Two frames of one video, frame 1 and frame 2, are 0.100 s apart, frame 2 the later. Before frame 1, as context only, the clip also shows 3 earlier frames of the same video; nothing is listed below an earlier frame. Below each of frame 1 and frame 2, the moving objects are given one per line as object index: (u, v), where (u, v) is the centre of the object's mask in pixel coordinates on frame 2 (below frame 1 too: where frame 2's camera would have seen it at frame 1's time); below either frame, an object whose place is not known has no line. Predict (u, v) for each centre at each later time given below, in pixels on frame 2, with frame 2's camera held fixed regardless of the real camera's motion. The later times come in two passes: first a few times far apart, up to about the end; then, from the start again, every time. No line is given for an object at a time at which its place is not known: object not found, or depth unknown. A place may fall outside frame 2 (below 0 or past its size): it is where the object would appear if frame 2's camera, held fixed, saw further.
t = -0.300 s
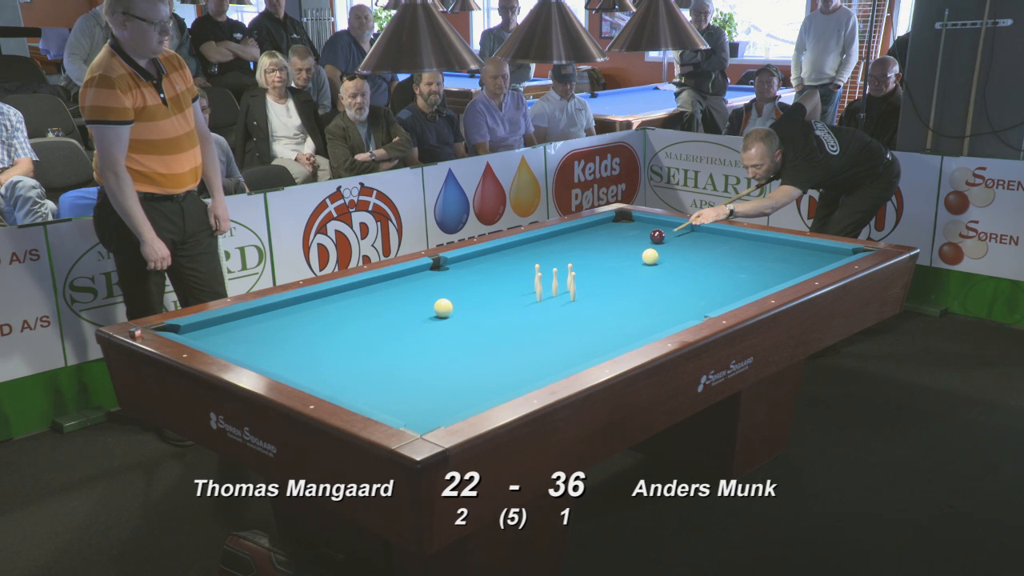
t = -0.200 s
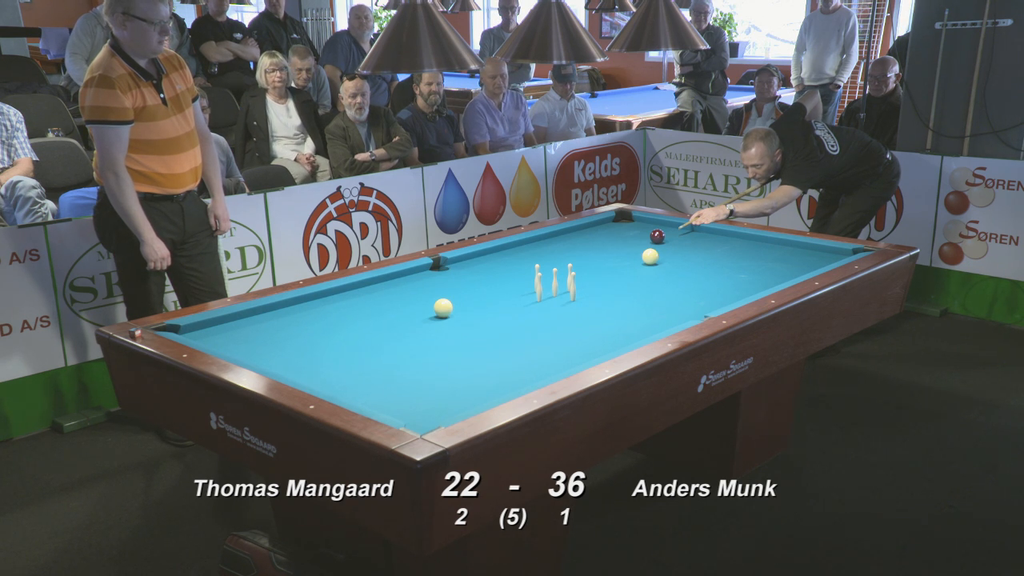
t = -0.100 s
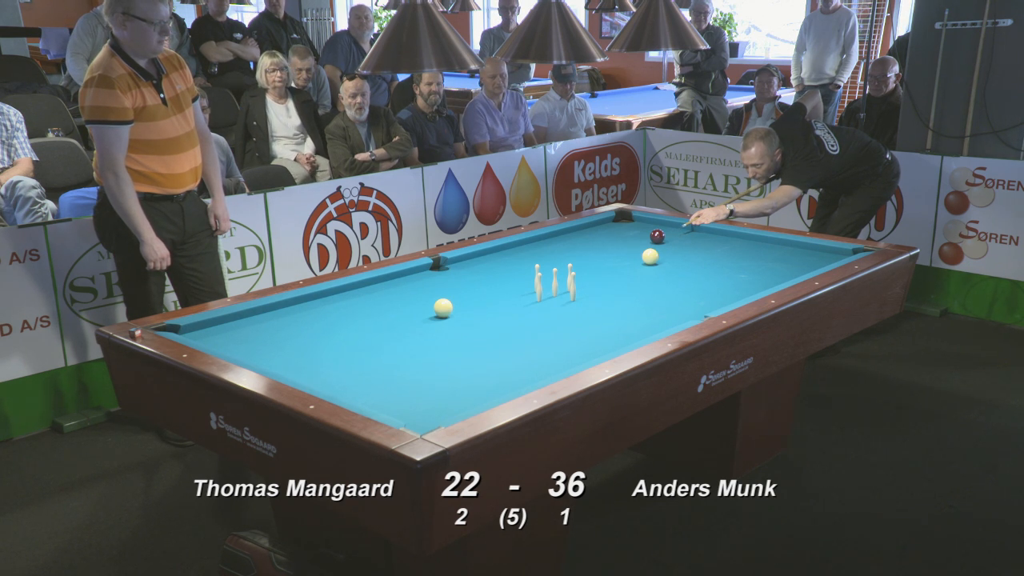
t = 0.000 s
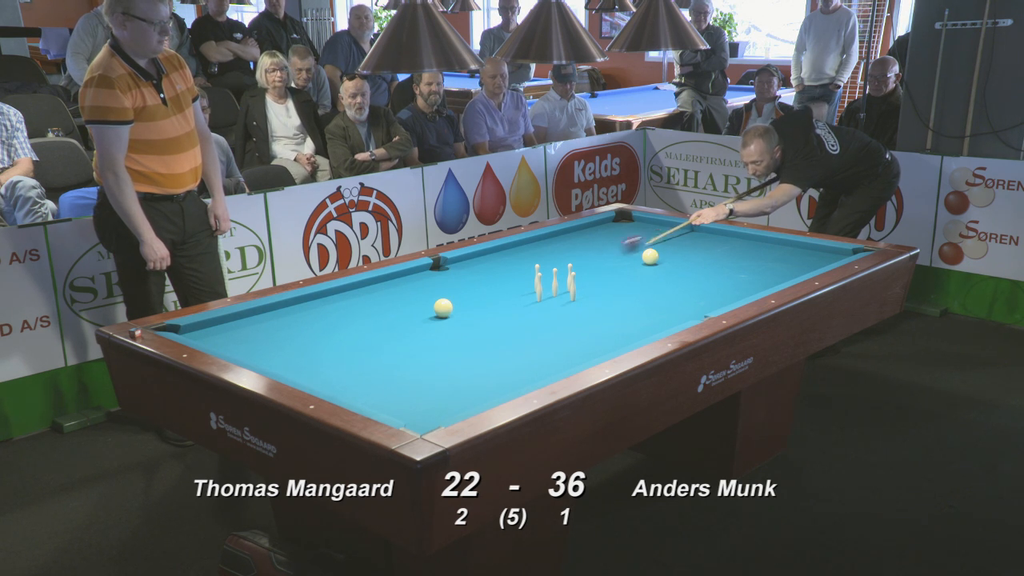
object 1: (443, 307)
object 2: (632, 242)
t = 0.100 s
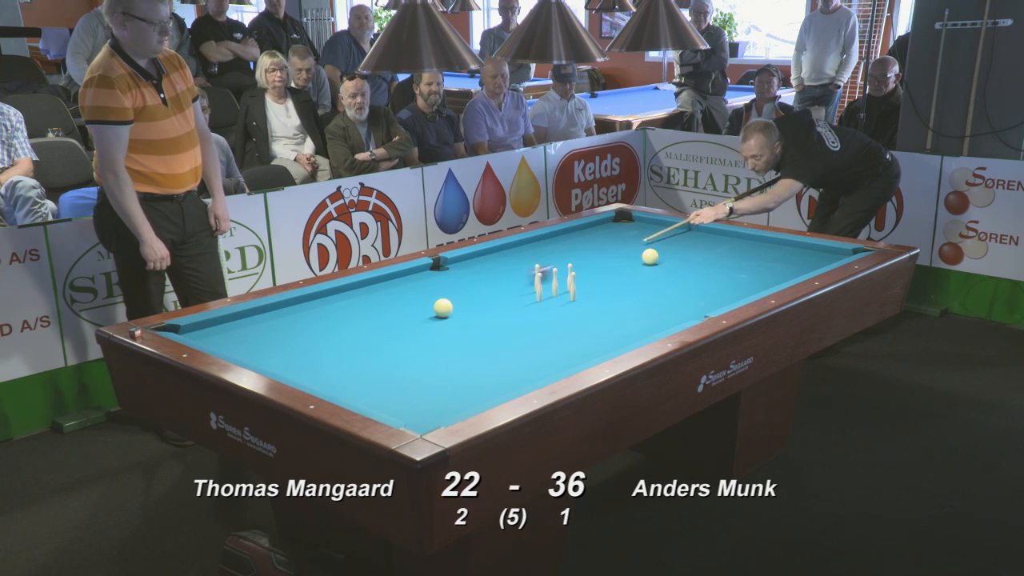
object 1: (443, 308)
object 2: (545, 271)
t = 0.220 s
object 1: (405, 322)
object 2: (444, 303)
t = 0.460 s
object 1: (443, 327)
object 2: (401, 300)
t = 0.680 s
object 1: (610, 281)
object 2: (367, 298)
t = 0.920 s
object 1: (730, 247)
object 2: (333, 295)
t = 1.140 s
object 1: (724, 249)
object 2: (325, 298)
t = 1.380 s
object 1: (653, 271)
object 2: (327, 303)
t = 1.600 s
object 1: (592, 289)
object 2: (329, 309)
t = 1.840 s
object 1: (522, 310)
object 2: (332, 314)
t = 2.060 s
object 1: (448, 332)
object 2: (334, 319)
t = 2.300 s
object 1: (358, 360)
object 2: (336, 325)
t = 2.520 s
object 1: (328, 368)
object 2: (338, 330)
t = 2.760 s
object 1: (385, 347)
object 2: (341, 335)
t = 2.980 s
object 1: (426, 333)
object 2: (343, 339)
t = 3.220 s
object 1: (467, 318)
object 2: (345, 344)
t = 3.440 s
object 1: (502, 306)
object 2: (347, 348)
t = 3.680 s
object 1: (535, 294)
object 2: (349, 353)
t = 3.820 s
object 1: (553, 288)
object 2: (351, 355)
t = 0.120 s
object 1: (443, 308)
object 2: (521, 280)
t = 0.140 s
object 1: (443, 308)
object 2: (500, 287)
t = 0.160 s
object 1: (443, 307)
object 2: (478, 294)
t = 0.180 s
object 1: (442, 308)
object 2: (457, 300)
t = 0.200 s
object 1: (426, 313)
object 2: (448, 303)
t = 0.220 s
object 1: (405, 322)
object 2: (444, 303)
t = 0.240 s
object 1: (384, 330)
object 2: (439, 303)
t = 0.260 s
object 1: (363, 340)
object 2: (434, 303)
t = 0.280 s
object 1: (339, 350)
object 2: (431, 302)
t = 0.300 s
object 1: (315, 360)
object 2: (427, 302)
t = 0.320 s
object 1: (295, 369)
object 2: (423, 302)
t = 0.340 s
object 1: (314, 364)
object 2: (419, 302)
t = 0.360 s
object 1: (337, 357)
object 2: (416, 301)
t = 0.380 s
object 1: (361, 351)
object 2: (413, 301)
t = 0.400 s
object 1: (382, 344)
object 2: (410, 301)
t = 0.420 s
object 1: (403, 339)
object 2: (407, 301)
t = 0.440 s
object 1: (423, 333)
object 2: (404, 301)
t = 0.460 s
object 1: (443, 327)
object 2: (401, 300)
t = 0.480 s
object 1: (461, 322)
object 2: (398, 300)
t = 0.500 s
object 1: (479, 317)
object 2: (395, 300)
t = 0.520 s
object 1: (495, 312)
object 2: (391, 300)
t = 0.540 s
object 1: (512, 308)
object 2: (389, 299)
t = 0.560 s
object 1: (527, 303)
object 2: (385, 299)
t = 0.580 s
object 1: (543, 299)
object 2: (382, 299)
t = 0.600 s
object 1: (557, 295)
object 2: (379, 299)
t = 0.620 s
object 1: (572, 291)
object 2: (376, 298)
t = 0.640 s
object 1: (585, 288)
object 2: (373, 298)
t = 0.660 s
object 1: (597, 284)
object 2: (370, 298)
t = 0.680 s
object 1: (610, 281)
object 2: (367, 298)
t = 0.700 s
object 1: (621, 277)
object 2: (364, 298)
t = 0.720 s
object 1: (632, 274)
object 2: (361, 297)
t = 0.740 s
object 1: (643, 271)
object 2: (358, 297)
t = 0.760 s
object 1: (654, 268)
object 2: (356, 297)
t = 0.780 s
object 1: (665, 265)
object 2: (353, 297)
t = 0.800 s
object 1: (675, 262)
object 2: (350, 296)
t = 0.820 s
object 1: (685, 260)
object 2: (347, 296)
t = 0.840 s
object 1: (694, 257)
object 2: (344, 296)
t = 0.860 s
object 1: (703, 254)
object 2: (341, 296)
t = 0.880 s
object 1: (712, 252)
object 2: (339, 295)
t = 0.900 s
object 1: (721, 249)
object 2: (336, 295)
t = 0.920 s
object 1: (730, 247)
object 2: (333, 295)
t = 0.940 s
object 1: (738, 245)
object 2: (330, 295)
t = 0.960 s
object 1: (746, 243)
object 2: (327, 295)
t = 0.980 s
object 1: (753, 241)
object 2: (324, 294)
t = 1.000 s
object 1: (761, 238)
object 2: (322, 295)
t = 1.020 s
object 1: (762, 238)
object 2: (323, 295)
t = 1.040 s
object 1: (756, 240)
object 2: (323, 296)
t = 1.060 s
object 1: (750, 242)
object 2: (324, 296)
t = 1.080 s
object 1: (743, 244)
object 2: (324, 296)
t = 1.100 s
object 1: (737, 245)
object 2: (324, 297)
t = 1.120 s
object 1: (731, 247)
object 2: (324, 297)
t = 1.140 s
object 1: (724, 249)
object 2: (325, 298)
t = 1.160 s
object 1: (719, 251)
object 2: (325, 298)
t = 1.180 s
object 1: (712, 253)
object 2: (325, 299)
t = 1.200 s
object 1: (706, 255)
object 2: (325, 299)
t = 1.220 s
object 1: (700, 257)
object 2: (325, 299)
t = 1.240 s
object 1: (694, 258)
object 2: (326, 300)
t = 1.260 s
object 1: (688, 260)
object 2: (326, 301)
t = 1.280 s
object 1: (682, 262)
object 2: (326, 301)
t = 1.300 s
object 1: (676, 264)
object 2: (326, 302)
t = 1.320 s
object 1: (670, 265)
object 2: (326, 302)
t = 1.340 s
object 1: (664, 267)
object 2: (327, 303)
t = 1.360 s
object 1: (659, 269)
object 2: (327, 303)
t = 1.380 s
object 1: (653, 271)
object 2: (327, 303)
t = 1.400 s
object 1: (647, 272)
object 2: (327, 304)
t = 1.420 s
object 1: (641, 274)
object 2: (327, 304)
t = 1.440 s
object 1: (636, 276)
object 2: (328, 305)
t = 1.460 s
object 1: (630, 277)
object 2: (328, 305)
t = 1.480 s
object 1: (625, 279)
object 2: (328, 306)
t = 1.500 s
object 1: (620, 280)
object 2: (328, 306)
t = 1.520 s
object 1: (615, 282)
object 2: (328, 307)
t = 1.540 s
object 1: (609, 284)
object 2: (329, 307)
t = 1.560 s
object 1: (603, 286)
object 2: (329, 308)
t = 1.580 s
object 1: (598, 287)
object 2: (329, 308)
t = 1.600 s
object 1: (592, 289)
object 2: (329, 309)
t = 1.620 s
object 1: (587, 291)
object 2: (329, 309)
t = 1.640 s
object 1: (581, 292)
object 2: (330, 310)
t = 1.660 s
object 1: (576, 294)
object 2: (330, 310)
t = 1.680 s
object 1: (570, 296)
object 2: (330, 310)
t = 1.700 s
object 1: (564, 297)
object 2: (330, 311)
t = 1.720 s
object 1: (558, 299)
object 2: (330, 311)
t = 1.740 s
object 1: (552, 301)
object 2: (331, 312)
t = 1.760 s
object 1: (547, 302)
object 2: (331, 312)
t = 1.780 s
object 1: (540, 304)
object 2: (331, 313)
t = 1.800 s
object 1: (534, 306)
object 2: (331, 313)
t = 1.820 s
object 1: (528, 308)
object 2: (331, 314)
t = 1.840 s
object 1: (522, 310)
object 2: (332, 314)
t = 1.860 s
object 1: (516, 312)
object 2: (332, 315)
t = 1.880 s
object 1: (509, 314)
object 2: (332, 315)
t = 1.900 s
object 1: (503, 316)
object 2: (332, 316)
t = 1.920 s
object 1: (496, 318)
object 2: (332, 316)
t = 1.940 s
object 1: (490, 320)
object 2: (333, 317)
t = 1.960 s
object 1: (483, 322)
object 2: (333, 317)
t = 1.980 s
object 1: (476, 324)
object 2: (333, 317)
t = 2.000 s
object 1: (469, 326)
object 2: (333, 318)
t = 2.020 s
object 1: (462, 328)
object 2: (333, 318)
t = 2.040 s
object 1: (456, 330)
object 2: (334, 319)
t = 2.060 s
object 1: (448, 332)
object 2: (334, 319)
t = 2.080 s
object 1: (442, 334)
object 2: (334, 320)
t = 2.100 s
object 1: (434, 336)
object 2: (334, 320)
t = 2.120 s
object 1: (427, 339)
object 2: (334, 321)
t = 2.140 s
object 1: (420, 341)
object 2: (334, 321)
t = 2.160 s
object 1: (412, 343)
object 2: (335, 321)
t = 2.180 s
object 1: (405, 346)
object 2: (335, 322)
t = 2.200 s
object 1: (397, 348)
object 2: (335, 322)
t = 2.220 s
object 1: (389, 350)
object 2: (335, 323)
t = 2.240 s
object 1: (381, 353)
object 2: (335, 323)
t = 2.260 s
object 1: (374, 355)
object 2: (336, 324)
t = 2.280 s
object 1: (366, 357)
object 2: (336, 324)
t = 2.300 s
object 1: (358, 360)
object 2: (336, 325)
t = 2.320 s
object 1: (349, 362)
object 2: (336, 325)
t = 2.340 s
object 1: (341, 365)
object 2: (336, 326)
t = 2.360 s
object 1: (333, 368)
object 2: (337, 326)
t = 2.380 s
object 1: (324, 370)
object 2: (337, 327)
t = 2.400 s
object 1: (315, 372)
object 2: (337, 327)
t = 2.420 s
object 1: (307, 373)
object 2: (337, 327)
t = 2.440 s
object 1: (303, 374)
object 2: (337, 328)
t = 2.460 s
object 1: (309, 373)
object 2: (337, 328)
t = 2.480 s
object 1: (316, 372)
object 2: (338, 329)
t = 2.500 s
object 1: (322, 370)
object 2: (338, 329)
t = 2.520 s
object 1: (328, 368)
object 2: (338, 330)
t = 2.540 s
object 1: (334, 365)
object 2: (338, 330)
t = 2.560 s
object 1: (340, 363)
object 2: (338, 330)
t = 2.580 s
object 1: (345, 362)
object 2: (339, 331)
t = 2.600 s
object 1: (350, 360)
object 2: (339, 331)
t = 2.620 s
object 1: (355, 358)
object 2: (339, 332)
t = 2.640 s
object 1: (360, 357)
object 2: (339, 332)
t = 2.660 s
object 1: (364, 355)
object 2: (340, 332)
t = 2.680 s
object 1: (368, 353)
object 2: (340, 333)
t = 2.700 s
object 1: (373, 352)
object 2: (340, 333)
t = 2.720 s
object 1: (377, 350)
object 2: (340, 334)
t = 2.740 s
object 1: (381, 349)
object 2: (340, 334)
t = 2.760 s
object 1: (385, 347)
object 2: (341, 335)
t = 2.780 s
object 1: (389, 347)
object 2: (341, 335)
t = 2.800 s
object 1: (393, 345)
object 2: (341, 335)
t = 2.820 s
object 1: (396, 343)
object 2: (341, 336)
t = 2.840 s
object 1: (400, 342)
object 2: (341, 336)
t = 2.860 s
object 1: (404, 341)
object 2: (342, 336)
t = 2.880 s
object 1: (408, 339)
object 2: (342, 337)
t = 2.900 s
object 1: (412, 338)
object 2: (342, 337)
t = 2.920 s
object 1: (415, 337)
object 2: (342, 338)
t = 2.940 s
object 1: (419, 335)
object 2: (342, 338)
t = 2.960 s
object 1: (423, 334)
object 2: (343, 339)
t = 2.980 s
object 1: (426, 333)
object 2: (343, 339)
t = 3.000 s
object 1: (430, 332)
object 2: (343, 340)
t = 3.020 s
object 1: (434, 330)
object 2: (343, 340)
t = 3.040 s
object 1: (437, 329)
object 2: (343, 340)
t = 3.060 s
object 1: (441, 328)
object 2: (344, 341)
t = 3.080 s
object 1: (444, 327)
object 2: (344, 341)
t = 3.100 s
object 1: (447, 326)
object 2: (344, 342)
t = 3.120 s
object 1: (451, 324)
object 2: (344, 342)
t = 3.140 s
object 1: (454, 323)
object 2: (344, 342)
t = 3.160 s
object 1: (458, 322)
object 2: (344, 343)
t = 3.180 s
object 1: (461, 321)
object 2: (345, 343)
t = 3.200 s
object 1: (464, 319)
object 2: (345, 344)
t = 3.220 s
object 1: (467, 318)
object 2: (345, 344)
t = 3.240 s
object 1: (471, 317)
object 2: (345, 345)
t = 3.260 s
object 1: (474, 316)
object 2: (345, 345)
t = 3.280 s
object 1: (477, 315)
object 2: (346, 345)
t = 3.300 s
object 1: (480, 314)
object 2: (346, 346)
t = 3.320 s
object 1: (484, 313)
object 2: (346, 346)
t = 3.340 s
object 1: (486, 312)
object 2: (346, 346)
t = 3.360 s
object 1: (490, 311)
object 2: (346, 347)
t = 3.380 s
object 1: (493, 310)
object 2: (347, 347)
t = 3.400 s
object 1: (496, 308)
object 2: (347, 348)
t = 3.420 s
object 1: (499, 307)
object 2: (347, 348)
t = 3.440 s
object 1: (502, 306)
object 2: (347, 348)
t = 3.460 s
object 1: (505, 305)
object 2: (347, 349)
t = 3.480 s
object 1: (508, 304)
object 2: (348, 349)
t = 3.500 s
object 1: (510, 303)
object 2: (348, 350)
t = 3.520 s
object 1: (513, 302)
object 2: (348, 349)
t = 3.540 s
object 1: (516, 301)
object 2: (348, 350)
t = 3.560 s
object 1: (519, 300)
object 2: (348, 351)
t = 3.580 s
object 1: (522, 299)
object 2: (349, 351)
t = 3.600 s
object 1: (524, 298)
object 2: (349, 351)
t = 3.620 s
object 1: (527, 297)
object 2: (349, 352)
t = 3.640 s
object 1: (529, 296)
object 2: (349, 352)
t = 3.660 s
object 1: (533, 295)
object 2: (349, 352)
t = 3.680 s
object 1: (535, 294)
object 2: (349, 353)
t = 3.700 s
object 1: (538, 293)
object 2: (350, 353)
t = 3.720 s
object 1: (541, 292)
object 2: (350, 354)
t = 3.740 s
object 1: (543, 291)
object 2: (350, 354)
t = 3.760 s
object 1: (546, 291)
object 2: (350, 354)
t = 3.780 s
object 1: (548, 290)
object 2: (351, 355)
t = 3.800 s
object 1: (551, 289)
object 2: (351, 355)
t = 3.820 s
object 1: (553, 288)
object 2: (351, 355)
